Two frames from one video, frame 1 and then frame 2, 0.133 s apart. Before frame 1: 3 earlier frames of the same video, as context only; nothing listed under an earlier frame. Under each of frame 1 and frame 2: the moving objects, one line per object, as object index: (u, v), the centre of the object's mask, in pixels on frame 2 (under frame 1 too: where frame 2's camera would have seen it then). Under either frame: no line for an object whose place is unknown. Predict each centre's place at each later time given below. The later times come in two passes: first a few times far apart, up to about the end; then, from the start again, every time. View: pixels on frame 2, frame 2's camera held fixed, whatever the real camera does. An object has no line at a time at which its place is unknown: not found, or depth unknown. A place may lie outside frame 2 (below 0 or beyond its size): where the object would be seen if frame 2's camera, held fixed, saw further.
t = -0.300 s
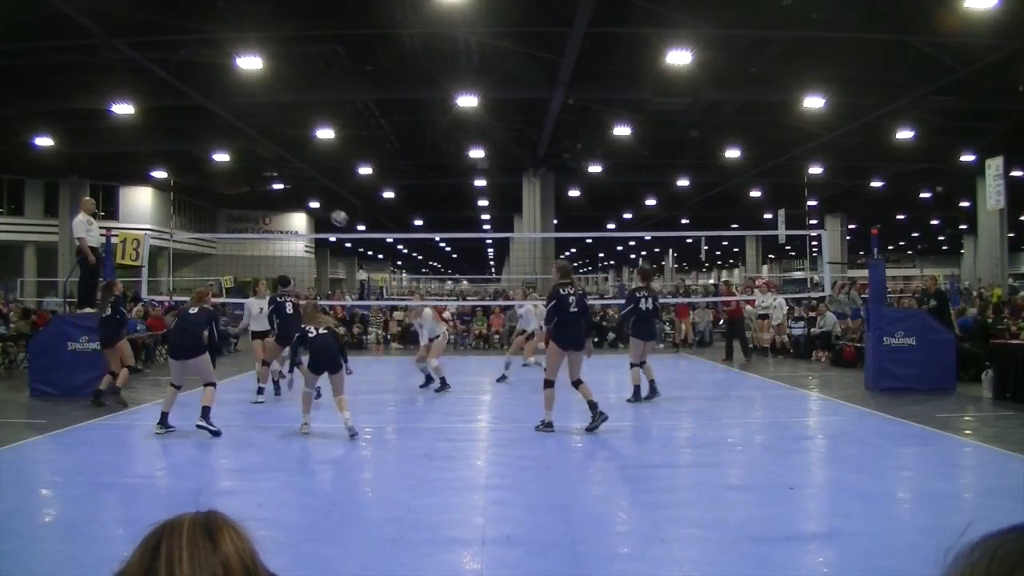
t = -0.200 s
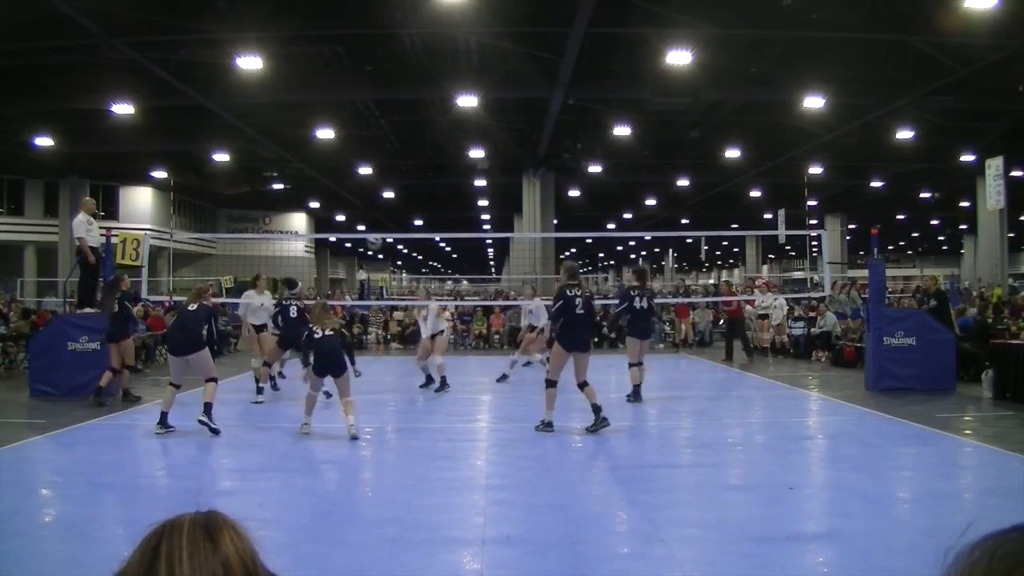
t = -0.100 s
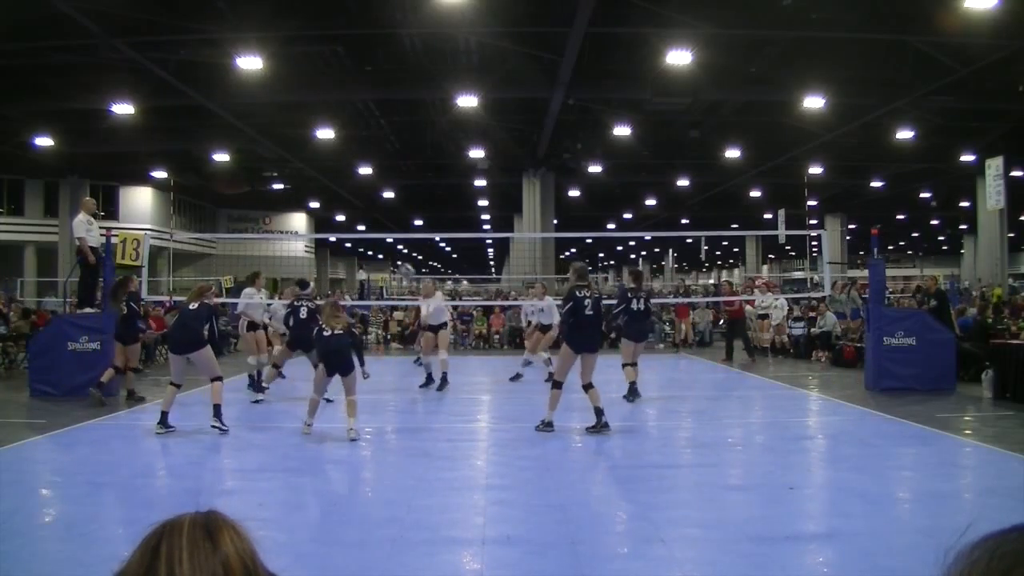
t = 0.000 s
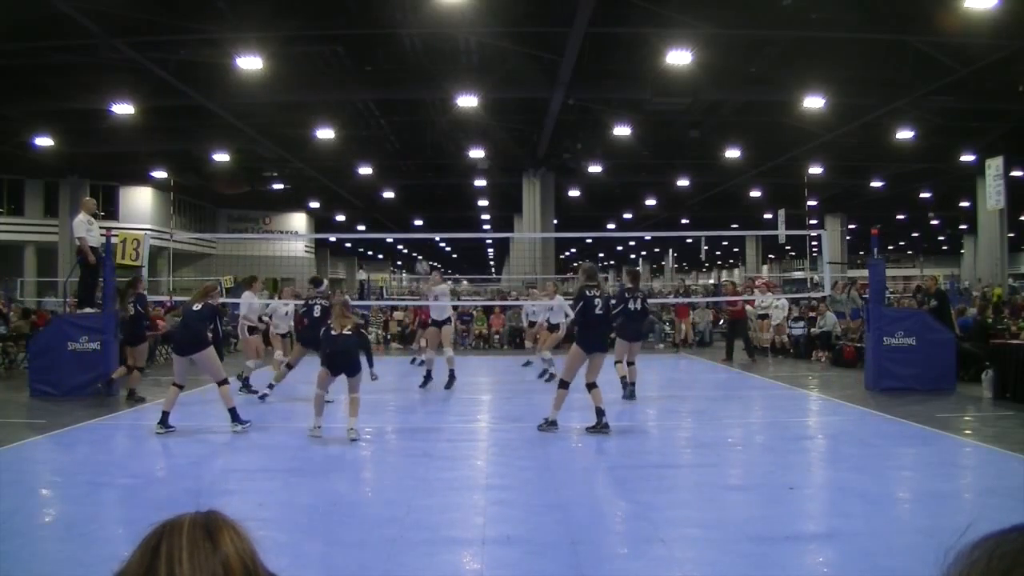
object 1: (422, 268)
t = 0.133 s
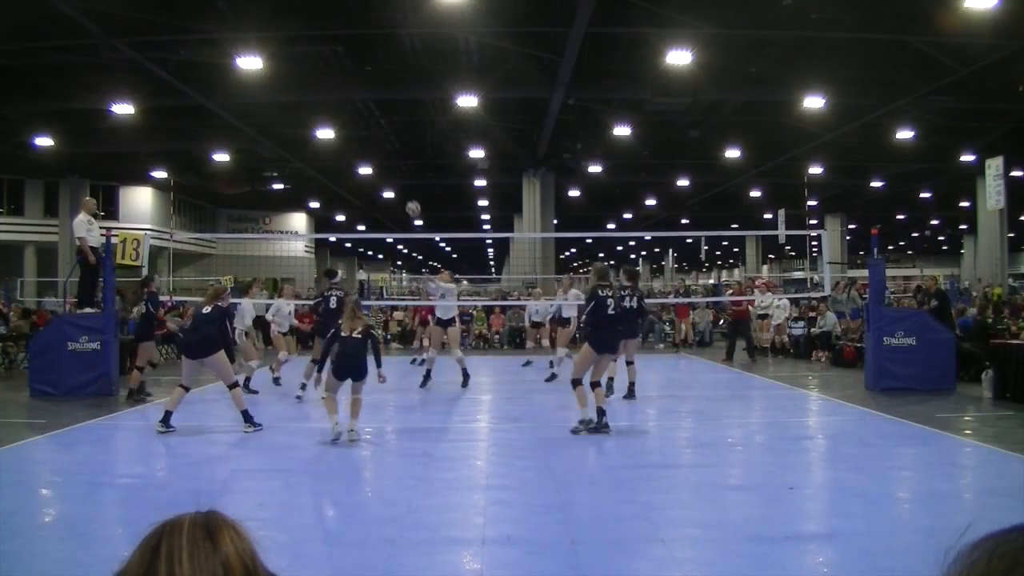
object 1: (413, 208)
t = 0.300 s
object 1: (401, 153)
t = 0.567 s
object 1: (383, 105)
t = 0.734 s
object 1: (371, 98)
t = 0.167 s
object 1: (410, 196)
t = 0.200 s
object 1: (408, 183)
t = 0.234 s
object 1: (406, 172)
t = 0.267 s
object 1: (403, 162)
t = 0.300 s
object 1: (401, 153)
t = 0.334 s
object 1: (399, 144)
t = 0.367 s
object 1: (396, 136)
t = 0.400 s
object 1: (394, 129)
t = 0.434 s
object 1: (391, 123)
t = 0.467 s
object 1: (389, 117)
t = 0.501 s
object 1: (387, 112)
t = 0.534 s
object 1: (385, 108)
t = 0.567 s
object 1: (383, 105)
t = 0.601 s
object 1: (380, 102)
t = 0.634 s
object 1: (378, 100)
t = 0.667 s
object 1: (375, 99)
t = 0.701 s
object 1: (373, 98)
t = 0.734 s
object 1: (371, 98)
